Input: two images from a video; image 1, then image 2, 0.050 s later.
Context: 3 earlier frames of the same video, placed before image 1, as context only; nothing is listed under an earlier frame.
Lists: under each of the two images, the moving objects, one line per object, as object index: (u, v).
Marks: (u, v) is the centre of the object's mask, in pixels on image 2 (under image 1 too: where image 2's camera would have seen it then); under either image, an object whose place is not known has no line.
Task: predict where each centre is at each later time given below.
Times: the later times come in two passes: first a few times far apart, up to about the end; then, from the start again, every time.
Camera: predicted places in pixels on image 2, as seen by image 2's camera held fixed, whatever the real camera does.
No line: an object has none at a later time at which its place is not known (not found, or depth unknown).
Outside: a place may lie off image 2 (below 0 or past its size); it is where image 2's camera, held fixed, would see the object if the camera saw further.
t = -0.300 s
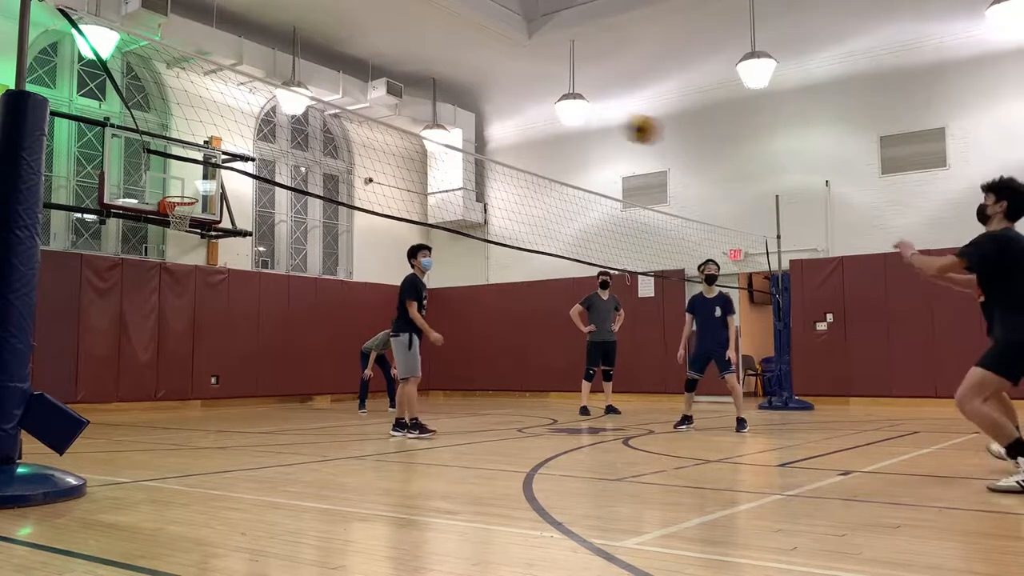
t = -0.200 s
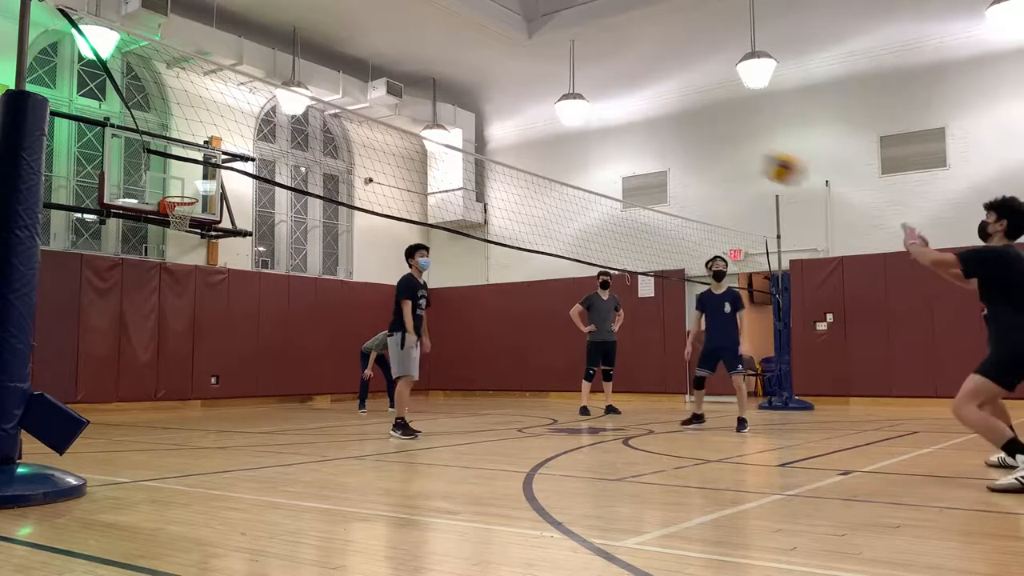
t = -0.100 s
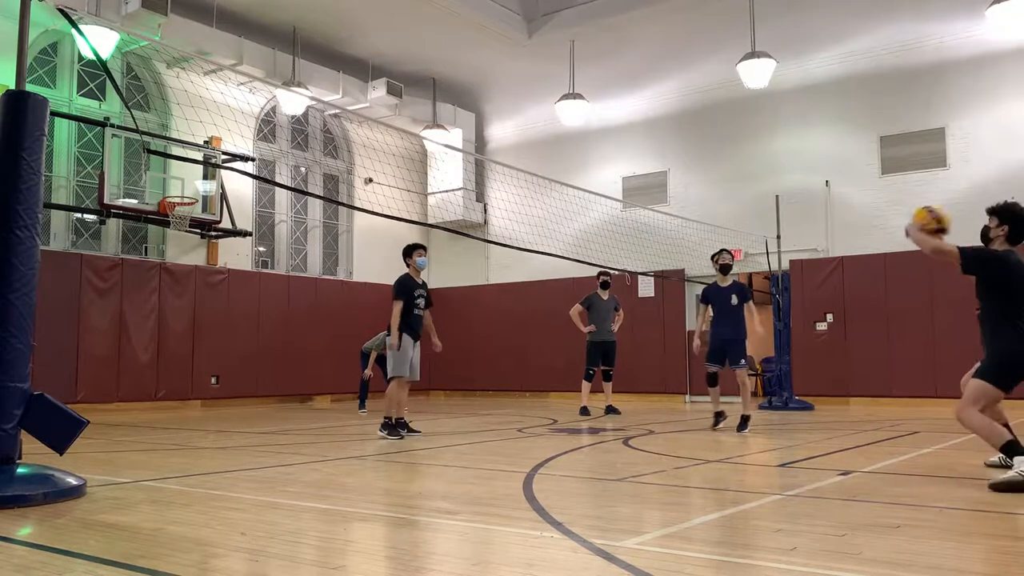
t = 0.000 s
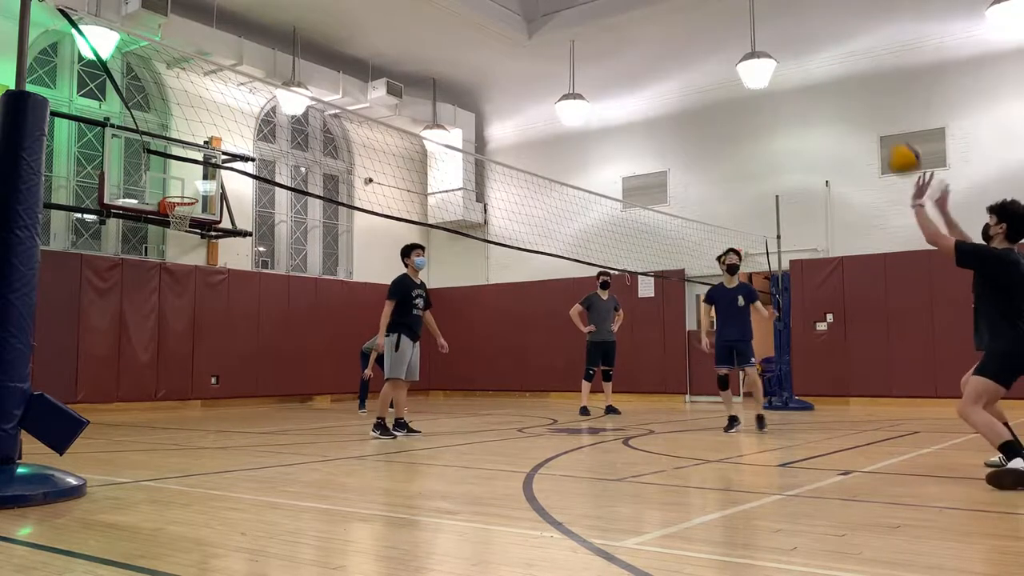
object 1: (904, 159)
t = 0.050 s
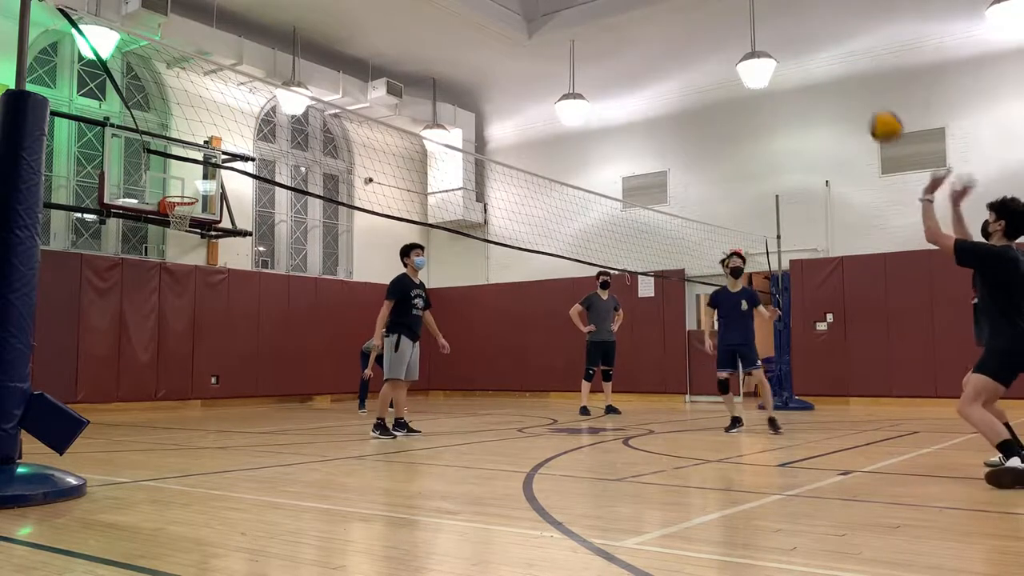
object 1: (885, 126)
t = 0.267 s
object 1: (819, 52)
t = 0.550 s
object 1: (756, 57)
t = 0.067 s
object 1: (880, 117)
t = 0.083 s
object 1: (874, 108)
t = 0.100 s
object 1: (869, 100)
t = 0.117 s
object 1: (863, 93)
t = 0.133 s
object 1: (858, 87)
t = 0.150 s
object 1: (853, 80)
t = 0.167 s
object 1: (847, 74)
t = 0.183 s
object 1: (842, 69)
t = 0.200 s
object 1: (838, 65)
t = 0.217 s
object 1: (833, 61)
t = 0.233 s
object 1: (828, 57)
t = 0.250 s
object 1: (823, 54)
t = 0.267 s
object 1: (819, 52)
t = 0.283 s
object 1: (815, 49)
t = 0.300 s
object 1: (810, 47)
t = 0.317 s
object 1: (806, 46)
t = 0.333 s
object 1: (802, 44)
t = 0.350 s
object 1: (798, 44)
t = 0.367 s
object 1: (793, 43)
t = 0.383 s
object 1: (790, 43)
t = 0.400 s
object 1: (787, 43)
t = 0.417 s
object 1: (783, 44)
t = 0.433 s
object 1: (780, 44)
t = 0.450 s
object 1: (776, 45)
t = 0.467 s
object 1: (773, 46)
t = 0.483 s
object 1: (769, 48)
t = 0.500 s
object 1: (766, 49)
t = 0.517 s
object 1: (763, 51)
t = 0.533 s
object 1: (759, 54)
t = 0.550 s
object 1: (756, 57)
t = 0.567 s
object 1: (753, 60)
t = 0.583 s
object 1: (749, 63)
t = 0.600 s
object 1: (745, 67)
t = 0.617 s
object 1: (742, 71)
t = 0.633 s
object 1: (739, 76)
